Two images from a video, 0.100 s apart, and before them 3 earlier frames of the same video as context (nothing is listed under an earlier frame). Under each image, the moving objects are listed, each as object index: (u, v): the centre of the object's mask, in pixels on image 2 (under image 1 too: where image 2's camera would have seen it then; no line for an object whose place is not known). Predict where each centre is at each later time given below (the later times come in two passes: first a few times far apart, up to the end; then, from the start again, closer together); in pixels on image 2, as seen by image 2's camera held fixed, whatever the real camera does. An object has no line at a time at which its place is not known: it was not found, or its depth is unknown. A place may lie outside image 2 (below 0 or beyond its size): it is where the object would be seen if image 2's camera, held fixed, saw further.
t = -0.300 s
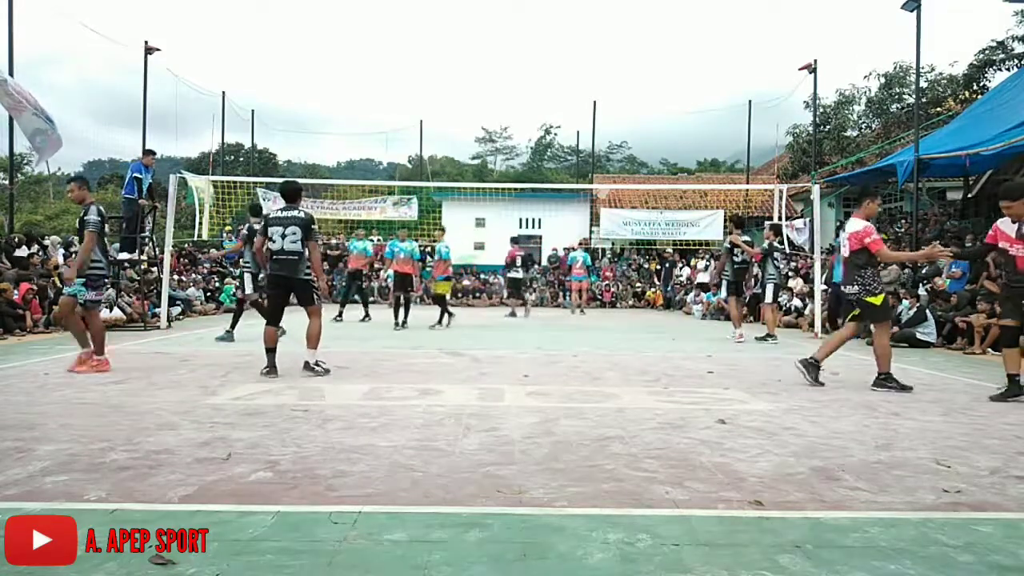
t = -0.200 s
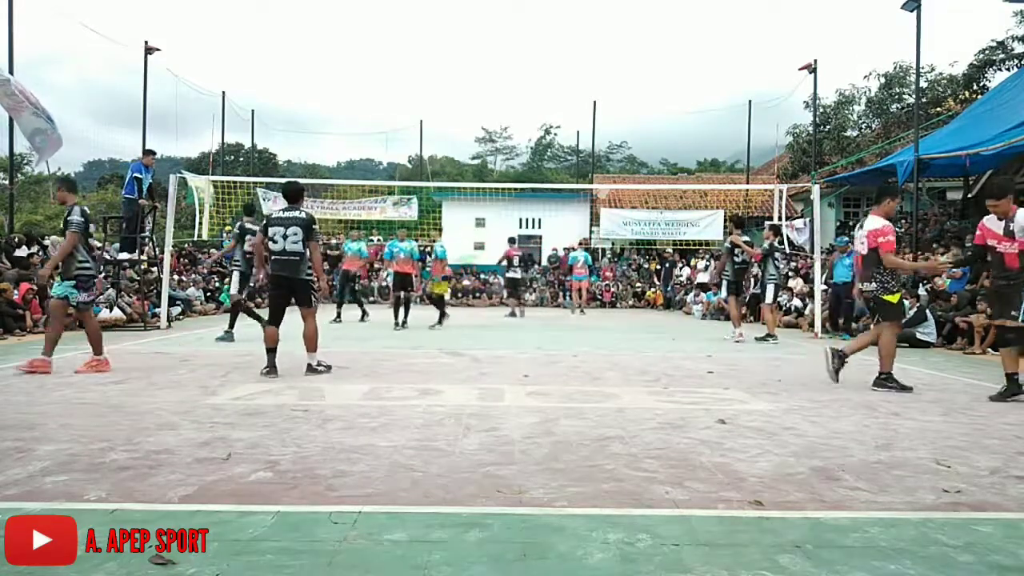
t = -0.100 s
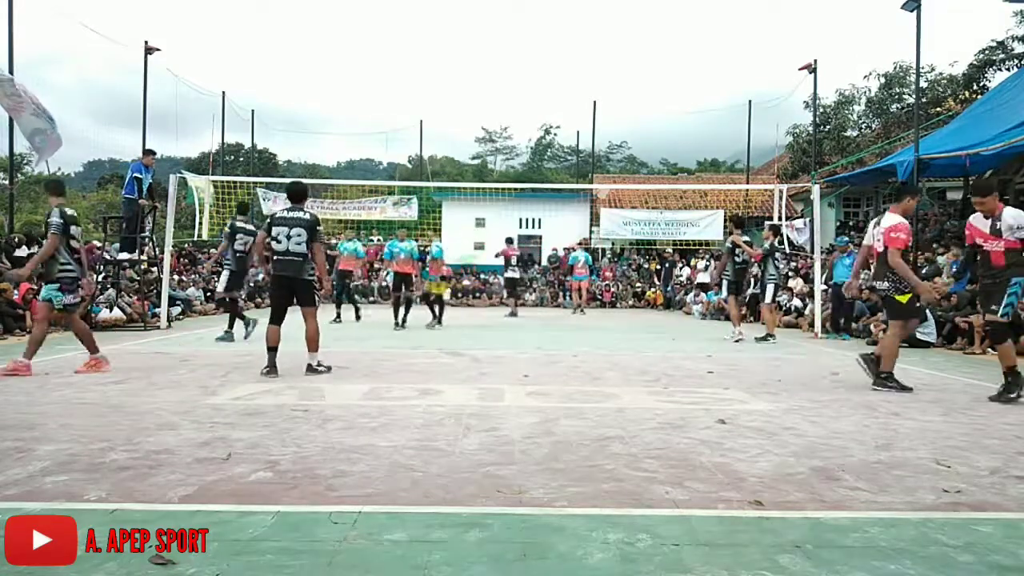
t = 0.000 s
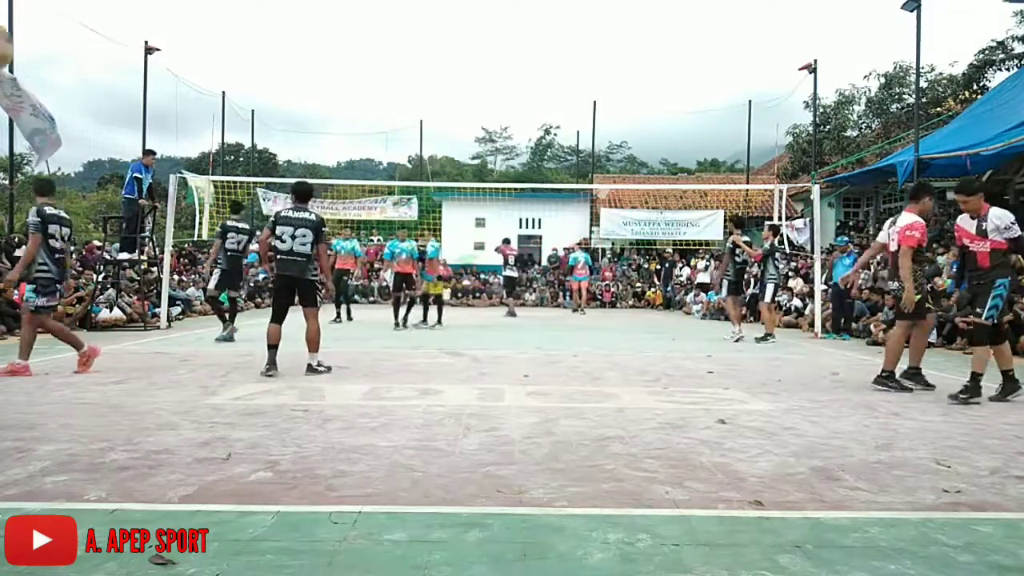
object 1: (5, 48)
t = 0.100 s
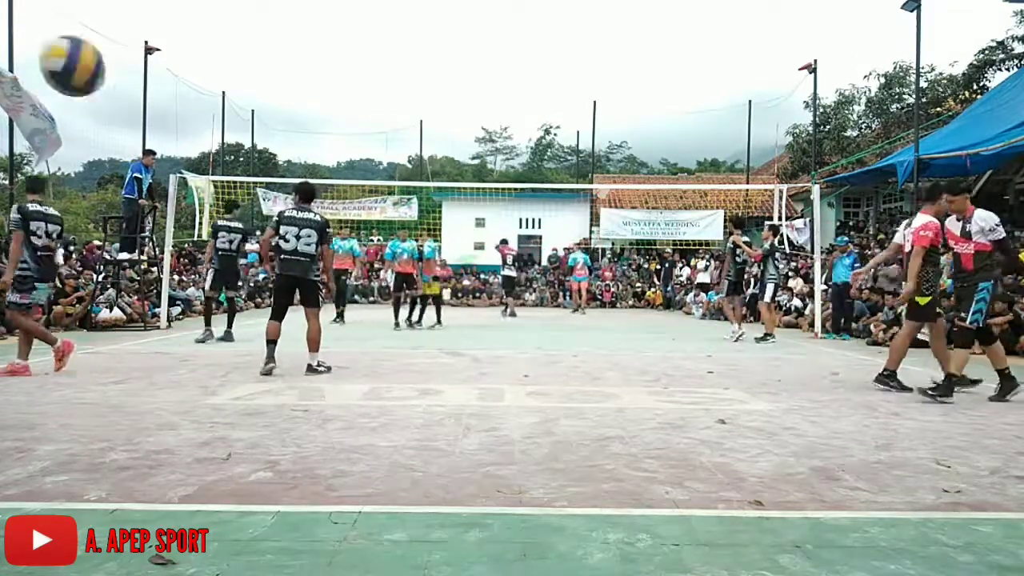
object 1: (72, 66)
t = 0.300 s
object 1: (238, 179)
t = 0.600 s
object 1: (436, 431)
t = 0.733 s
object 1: (510, 316)
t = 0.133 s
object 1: (102, 79)
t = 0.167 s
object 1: (131, 95)
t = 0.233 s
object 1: (187, 133)
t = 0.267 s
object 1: (214, 155)
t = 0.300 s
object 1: (238, 179)
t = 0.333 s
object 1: (264, 207)
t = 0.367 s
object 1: (290, 236)
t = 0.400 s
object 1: (312, 268)
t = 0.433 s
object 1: (335, 300)
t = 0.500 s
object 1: (378, 370)
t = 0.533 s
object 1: (398, 409)
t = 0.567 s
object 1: (417, 447)
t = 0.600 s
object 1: (436, 431)
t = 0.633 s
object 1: (456, 399)
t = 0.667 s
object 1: (476, 369)
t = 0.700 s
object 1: (494, 342)
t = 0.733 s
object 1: (510, 316)
